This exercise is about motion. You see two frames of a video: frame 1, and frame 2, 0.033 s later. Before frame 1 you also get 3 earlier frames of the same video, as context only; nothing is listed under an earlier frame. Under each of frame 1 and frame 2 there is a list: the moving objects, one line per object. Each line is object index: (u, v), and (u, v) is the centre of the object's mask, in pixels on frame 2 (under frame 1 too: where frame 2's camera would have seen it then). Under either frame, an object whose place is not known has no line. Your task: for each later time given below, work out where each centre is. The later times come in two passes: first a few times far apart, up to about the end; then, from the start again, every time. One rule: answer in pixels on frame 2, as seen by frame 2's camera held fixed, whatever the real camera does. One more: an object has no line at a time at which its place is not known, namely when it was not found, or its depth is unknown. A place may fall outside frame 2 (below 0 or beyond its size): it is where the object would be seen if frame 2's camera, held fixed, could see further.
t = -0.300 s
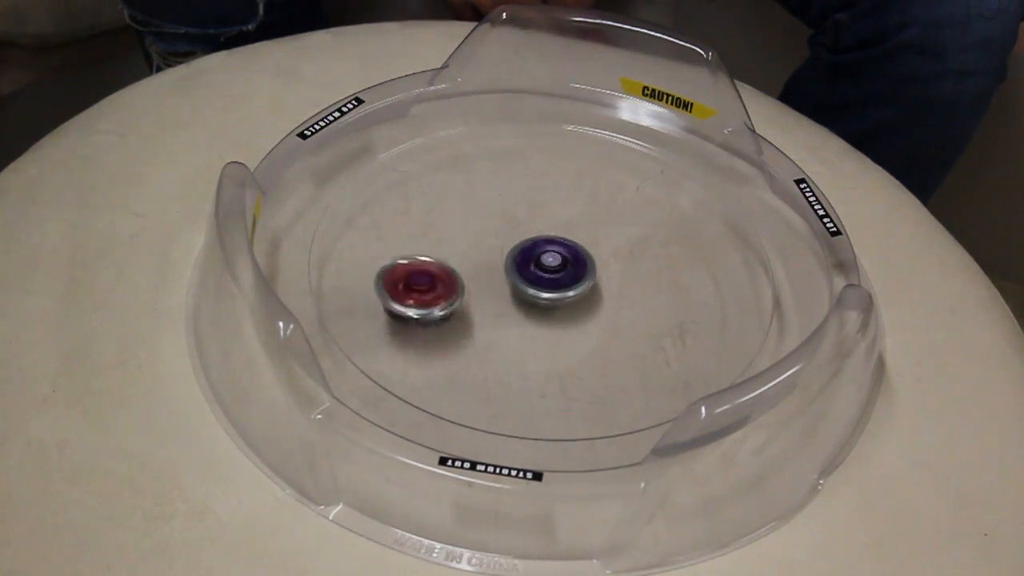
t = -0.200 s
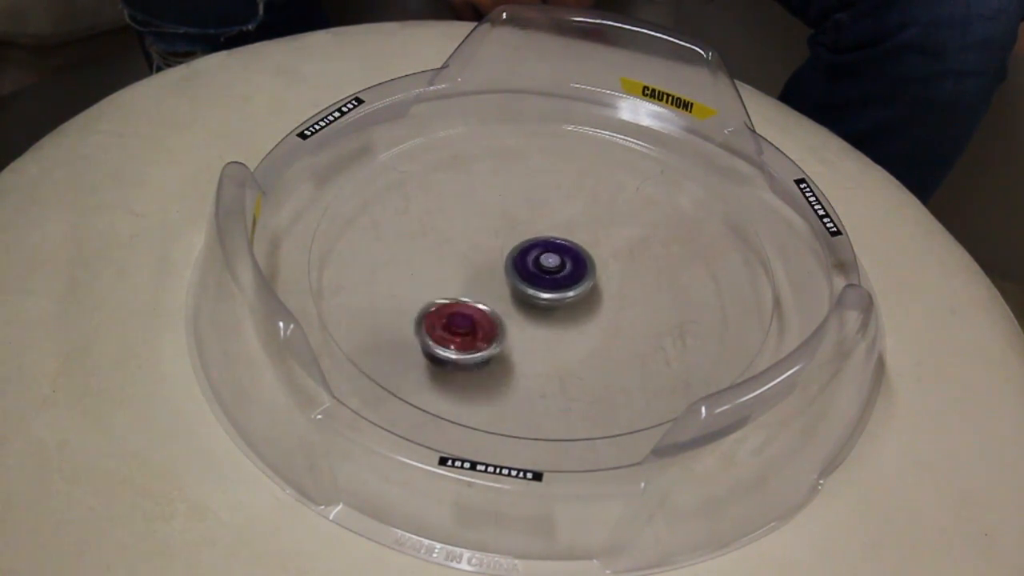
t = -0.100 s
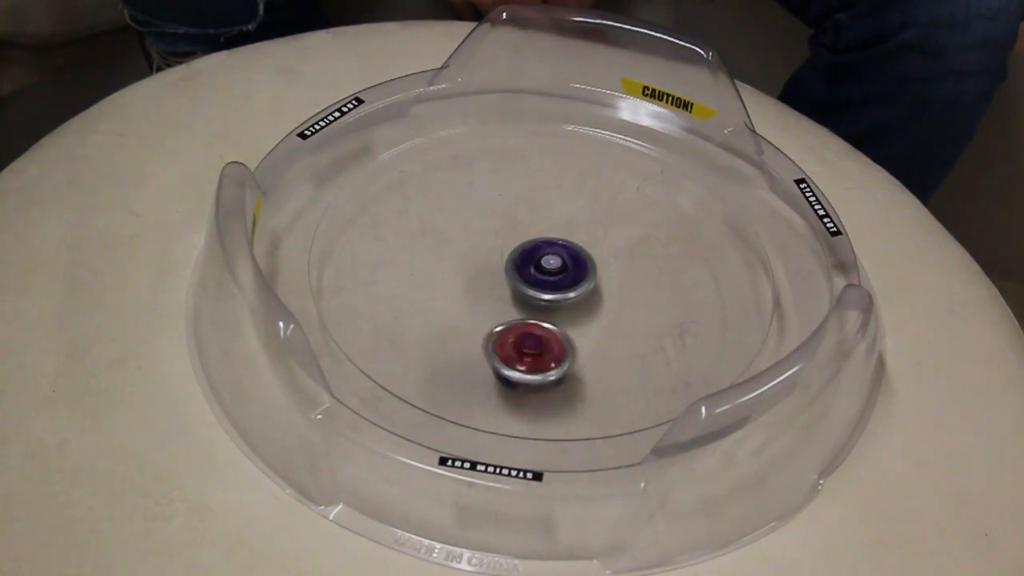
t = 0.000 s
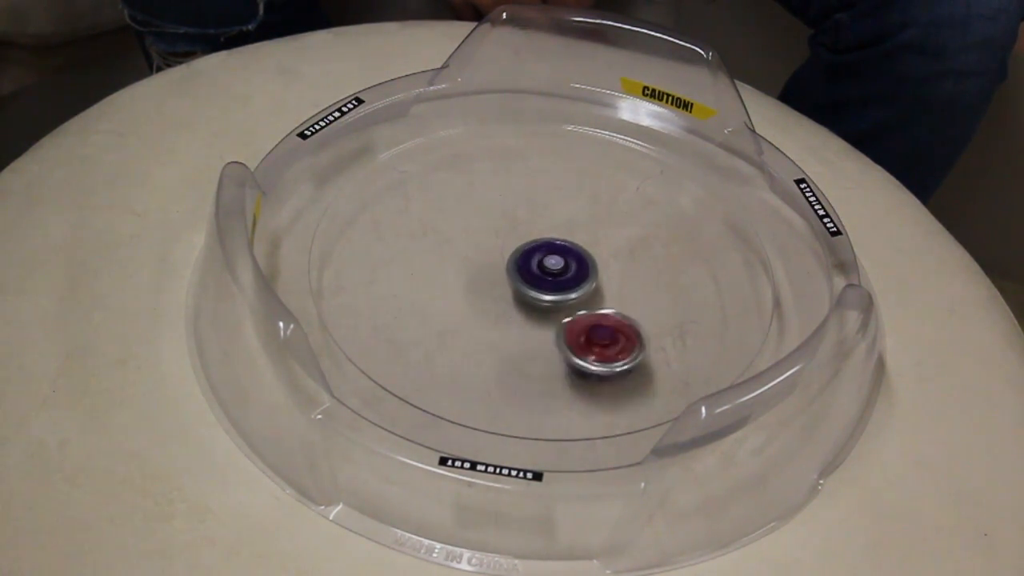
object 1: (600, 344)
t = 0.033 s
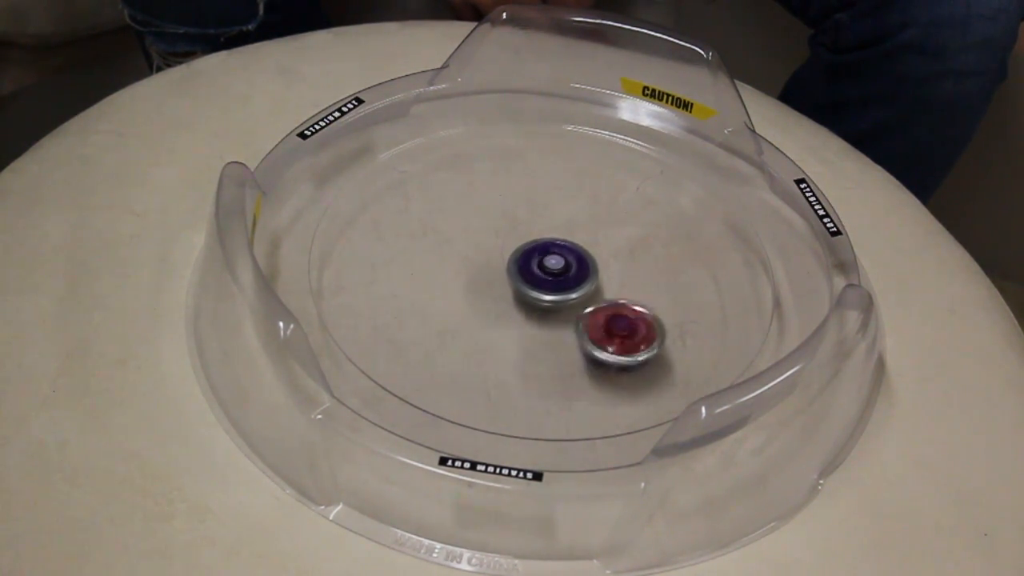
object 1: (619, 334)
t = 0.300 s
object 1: (644, 216)
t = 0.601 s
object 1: (472, 181)
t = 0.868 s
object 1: (458, 301)
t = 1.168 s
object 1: (649, 332)
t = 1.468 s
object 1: (640, 212)
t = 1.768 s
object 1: (454, 215)
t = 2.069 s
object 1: (472, 336)
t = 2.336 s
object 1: (639, 313)
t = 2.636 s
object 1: (607, 186)
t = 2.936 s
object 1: (445, 215)
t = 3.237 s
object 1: (525, 338)
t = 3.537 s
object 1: (684, 288)
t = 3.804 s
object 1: (589, 199)
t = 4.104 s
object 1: (428, 244)
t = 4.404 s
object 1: (524, 346)
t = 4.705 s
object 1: (655, 266)
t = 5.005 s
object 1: (545, 172)
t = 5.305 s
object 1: (445, 262)
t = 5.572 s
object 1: (568, 345)
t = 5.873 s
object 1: (677, 264)
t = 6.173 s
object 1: (531, 199)
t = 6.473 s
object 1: (427, 282)
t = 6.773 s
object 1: (578, 339)
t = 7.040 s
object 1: (647, 246)
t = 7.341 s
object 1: (517, 179)
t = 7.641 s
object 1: (457, 279)
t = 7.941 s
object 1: (616, 334)
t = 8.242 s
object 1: (658, 237)
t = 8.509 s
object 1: (517, 207)
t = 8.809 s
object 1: (445, 298)
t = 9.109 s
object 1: (589, 336)
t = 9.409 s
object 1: (625, 230)
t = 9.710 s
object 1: (489, 193)
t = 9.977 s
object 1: (457, 277)
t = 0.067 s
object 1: (637, 323)
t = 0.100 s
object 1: (647, 309)
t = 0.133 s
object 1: (656, 294)
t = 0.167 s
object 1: (661, 279)
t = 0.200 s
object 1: (662, 263)
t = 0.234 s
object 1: (660, 247)
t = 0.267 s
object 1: (653, 231)
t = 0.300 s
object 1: (644, 216)
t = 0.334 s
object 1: (632, 202)
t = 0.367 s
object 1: (616, 191)
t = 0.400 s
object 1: (598, 180)
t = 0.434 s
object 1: (578, 173)
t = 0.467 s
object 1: (557, 167)
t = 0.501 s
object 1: (534, 165)
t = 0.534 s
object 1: (513, 167)
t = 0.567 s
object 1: (492, 172)
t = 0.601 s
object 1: (472, 181)
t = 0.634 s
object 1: (457, 192)
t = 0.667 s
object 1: (445, 205)
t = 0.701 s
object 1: (436, 220)
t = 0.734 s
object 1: (432, 236)
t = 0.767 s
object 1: (432, 252)
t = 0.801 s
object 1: (436, 269)
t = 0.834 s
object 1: (445, 286)
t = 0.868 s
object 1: (458, 301)
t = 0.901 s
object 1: (473, 314)
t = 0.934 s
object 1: (491, 326)
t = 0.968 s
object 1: (512, 335)
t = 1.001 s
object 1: (535, 342)
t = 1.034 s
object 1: (559, 346)
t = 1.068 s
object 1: (583, 347)
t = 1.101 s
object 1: (608, 346)
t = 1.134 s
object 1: (630, 340)
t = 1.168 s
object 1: (649, 332)
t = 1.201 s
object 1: (667, 321)
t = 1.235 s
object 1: (680, 309)
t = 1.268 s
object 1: (687, 293)
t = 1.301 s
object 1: (690, 278)
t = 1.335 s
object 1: (688, 263)
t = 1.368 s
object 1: (682, 248)
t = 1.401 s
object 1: (671, 234)
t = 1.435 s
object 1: (657, 222)
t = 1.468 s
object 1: (640, 212)
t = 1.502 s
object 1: (620, 203)
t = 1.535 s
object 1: (600, 197)
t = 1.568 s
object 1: (577, 193)
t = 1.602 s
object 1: (555, 193)
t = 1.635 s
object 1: (533, 193)
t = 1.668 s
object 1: (511, 196)
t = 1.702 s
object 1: (491, 200)
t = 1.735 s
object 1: (471, 207)
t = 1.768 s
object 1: (454, 215)
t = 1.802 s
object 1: (440, 226)
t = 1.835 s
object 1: (428, 239)
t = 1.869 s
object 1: (421, 253)
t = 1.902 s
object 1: (418, 267)
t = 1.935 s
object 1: (420, 283)
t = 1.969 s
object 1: (426, 298)
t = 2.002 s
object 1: (437, 312)
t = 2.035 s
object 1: (453, 325)
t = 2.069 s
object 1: (472, 336)
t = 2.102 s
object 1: (494, 344)
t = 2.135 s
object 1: (518, 349)
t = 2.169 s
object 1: (543, 350)
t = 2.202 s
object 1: (567, 348)
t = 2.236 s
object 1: (588, 344)
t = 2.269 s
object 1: (609, 335)
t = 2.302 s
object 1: (625, 326)
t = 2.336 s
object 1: (639, 313)
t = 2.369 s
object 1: (649, 300)
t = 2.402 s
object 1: (655, 285)
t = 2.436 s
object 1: (658, 269)
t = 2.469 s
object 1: (658, 254)
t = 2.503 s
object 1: (654, 239)
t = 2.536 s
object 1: (647, 223)
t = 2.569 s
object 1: (636, 209)
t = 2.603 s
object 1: (623, 197)
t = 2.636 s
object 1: (607, 186)
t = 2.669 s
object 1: (588, 178)
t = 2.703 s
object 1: (567, 172)
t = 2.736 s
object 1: (546, 169)
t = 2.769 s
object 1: (525, 170)
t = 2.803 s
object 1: (505, 173)
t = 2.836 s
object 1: (486, 179)
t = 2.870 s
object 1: (469, 189)
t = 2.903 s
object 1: (455, 201)
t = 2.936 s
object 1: (445, 215)
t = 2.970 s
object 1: (440, 230)
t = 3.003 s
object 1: (438, 246)
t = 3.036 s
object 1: (440, 262)
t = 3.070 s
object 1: (447, 278)
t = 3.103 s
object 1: (456, 294)
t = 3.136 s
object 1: (469, 307)
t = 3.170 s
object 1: (485, 320)
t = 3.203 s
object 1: (503, 330)
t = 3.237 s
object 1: (525, 338)
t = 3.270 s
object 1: (547, 344)
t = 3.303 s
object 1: (570, 346)
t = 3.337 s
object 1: (595, 345)
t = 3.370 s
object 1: (616, 343)
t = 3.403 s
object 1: (637, 335)
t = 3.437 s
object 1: (655, 326)
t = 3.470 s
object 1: (669, 315)
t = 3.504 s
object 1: (679, 302)
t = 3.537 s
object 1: (684, 288)
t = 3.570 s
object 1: (685, 273)
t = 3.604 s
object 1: (681, 258)
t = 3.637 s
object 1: (673, 244)
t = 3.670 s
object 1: (662, 232)
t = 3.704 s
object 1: (646, 221)
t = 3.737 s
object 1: (629, 212)
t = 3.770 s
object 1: (610, 204)
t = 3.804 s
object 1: (589, 199)
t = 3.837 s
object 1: (567, 196)
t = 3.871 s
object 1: (546, 195)
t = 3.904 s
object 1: (524, 196)
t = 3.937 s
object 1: (503, 200)
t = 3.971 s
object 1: (484, 205)
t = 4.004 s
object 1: (466, 212)
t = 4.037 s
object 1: (451, 221)
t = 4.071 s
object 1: (438, 232)
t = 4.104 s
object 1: (428, 244)
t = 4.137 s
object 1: (422, 258)
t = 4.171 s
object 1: (421, 272)
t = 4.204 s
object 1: (424, 287)
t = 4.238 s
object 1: (432, 301)
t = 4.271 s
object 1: (444, 314)
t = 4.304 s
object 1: (460, 326)
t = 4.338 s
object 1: (479, 336)
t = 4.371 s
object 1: (501, 342)
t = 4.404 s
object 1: (524, 346)
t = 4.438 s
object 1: (546, 347)
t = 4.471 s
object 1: (570, 345)
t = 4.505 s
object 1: (590, 339)
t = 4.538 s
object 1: (609, 331)
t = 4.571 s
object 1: (626, 321)
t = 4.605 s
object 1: (638, 309)
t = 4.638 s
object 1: (647, 295)
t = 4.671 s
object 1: (653, 281)
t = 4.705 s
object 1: (655, 266)
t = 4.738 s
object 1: (654, 251)
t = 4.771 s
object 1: (651, 236)
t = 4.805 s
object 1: (644, 222)
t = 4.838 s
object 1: (633, 208)
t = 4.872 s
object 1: (619, 197)
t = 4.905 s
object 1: (603, 187)
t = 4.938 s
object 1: (585, 179)
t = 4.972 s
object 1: (566, 174)
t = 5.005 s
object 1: (545, 172)
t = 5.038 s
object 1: (525, 173)
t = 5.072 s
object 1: (506, 177)
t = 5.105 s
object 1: (488, 183)
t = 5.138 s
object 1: (472, 192)
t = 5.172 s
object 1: (459, 204)
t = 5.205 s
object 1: (450, 217)
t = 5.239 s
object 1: (444, 231)
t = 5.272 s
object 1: (443, 248)
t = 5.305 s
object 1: (445, 262)
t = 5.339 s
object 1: (451, 279)
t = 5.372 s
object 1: (460, 293)
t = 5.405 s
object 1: (472, 306)
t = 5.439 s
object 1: (488, 318)
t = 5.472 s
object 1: (506, 328)
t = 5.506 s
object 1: (524, 336)
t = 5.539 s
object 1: (547, 341)
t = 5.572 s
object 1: (568, 345)
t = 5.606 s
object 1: (591, 345)
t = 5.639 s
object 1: (613, 341)
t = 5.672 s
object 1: (633, 335)
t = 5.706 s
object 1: (650, 327)
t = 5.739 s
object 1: (663, 317)
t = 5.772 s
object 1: (673, 305)
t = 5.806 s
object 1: (678, 290)
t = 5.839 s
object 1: (680, 277)
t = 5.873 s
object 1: (677, 264)
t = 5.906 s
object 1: (671, 249)
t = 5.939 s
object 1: (660, 237)
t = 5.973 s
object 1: (646, 226)
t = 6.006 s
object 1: (630, 217)
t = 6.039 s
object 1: (612, 210)
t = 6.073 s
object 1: (592, 204)
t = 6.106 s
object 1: (572, 201)
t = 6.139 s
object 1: (551, 199)
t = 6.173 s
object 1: (531, 199)
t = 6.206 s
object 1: (510, 202)
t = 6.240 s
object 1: (491, 207)
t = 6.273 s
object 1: (474, 213)
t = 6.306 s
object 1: (458, 220)
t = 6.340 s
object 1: (445, 230)
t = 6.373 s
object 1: (434, 242)
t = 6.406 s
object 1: (428, 254)
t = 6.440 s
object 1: (425, 268)
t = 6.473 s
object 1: (427, 282)
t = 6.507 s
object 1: (432, 295)
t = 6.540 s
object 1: (443, 309)
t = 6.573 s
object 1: (456, 320)
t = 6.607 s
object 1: (473, 330)
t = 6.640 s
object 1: (492, 337)
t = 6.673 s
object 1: (513, 342)
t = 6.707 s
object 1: (535, 345)
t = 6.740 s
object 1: (558, 344)
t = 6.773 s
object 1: (578, 339)
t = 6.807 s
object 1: (598, 333)
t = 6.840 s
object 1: (613, 325)
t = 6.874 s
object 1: (628, 314)
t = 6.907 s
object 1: (637, 302)
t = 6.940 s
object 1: (644, 288)
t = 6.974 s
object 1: (648, 274)
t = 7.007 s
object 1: (648, 260)
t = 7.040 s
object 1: (647, 246)
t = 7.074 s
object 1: (641, 232)
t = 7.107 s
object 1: (632, 218)
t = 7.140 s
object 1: (621, 207)
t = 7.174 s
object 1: (606, 195)
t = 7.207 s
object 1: (590, 187)
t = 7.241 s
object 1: (573, 181)
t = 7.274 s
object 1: (554, 177)
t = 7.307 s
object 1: (535, 177)
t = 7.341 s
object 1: (517, 179)
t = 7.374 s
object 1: (501, 182)
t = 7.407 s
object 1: (485, 189)
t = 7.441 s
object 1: (471, 198)
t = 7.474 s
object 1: (460, 209)
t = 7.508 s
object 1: (452, 222)
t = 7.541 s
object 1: (447, 236)
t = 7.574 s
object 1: (447, 251)
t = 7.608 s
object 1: (450, 265)
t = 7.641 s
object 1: (457, 279)
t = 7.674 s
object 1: (466, 293)
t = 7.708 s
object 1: (479, 305)
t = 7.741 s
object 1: (494, 317)
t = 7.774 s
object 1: (512, 325)
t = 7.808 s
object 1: (532, 332)
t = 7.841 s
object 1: (553, 336)
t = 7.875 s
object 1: (574, 339)
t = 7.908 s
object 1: (595, 338)
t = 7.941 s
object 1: (616, 334)
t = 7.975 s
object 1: (634, 327)
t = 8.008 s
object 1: (649, 319)
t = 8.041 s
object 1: (661, 309)
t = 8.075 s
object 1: (669, 297)
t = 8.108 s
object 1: (674, 285)
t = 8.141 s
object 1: (675, 273)
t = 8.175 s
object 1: (673, 261)
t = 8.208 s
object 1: (667, 248)
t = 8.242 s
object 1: (658, 237)
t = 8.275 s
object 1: (646, 227)
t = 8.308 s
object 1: (631, 218)
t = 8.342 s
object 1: (614, 211)
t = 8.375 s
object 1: (595, 206)
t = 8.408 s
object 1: (575, 202)
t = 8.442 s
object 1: (555, 202)
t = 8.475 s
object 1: (536, 203)
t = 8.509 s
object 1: (517, 207)
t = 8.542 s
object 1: (499, 212)
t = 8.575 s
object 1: (482, 218)
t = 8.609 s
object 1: (468, 227)
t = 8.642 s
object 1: (456, 236)
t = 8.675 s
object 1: (447, 247)
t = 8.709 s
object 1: (441, 259)
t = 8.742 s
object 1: (439, 273)
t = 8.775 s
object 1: (440, 285)
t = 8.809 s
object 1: (445, 298)
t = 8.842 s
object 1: (454, 310)
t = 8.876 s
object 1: (466, 320)
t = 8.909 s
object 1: (479, 328)
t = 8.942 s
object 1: (495, 335)
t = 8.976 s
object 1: (513, 341)
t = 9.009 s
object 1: (532, 343)
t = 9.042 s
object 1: (551, 343)
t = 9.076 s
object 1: (571, 341)
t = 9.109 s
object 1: (589, 336)
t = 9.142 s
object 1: (605, 329)
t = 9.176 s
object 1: (619, 320)
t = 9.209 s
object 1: (628, 308)
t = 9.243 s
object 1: (636, 296)
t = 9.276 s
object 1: (639, 283)
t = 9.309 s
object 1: (640, 269)
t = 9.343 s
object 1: (637, 256)
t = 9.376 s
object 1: (632, 243)
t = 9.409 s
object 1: (625, 230)
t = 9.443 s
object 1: (614, 219)
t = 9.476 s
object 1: (601, 208)
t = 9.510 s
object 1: (586, 200)
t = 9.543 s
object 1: (570, 193)
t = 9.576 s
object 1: (553, 188)
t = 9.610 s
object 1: (536, 186)
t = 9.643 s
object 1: (519, 186)
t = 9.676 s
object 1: (504, 188)
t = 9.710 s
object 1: (489, 193)
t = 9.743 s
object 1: (477, 199)
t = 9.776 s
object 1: (466, 206)
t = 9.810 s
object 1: (458, 216)
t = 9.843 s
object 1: (452, 227)
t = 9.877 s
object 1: (448, 239)
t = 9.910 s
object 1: (448, 251)
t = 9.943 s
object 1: (451, 264)
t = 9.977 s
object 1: (457, 277)
